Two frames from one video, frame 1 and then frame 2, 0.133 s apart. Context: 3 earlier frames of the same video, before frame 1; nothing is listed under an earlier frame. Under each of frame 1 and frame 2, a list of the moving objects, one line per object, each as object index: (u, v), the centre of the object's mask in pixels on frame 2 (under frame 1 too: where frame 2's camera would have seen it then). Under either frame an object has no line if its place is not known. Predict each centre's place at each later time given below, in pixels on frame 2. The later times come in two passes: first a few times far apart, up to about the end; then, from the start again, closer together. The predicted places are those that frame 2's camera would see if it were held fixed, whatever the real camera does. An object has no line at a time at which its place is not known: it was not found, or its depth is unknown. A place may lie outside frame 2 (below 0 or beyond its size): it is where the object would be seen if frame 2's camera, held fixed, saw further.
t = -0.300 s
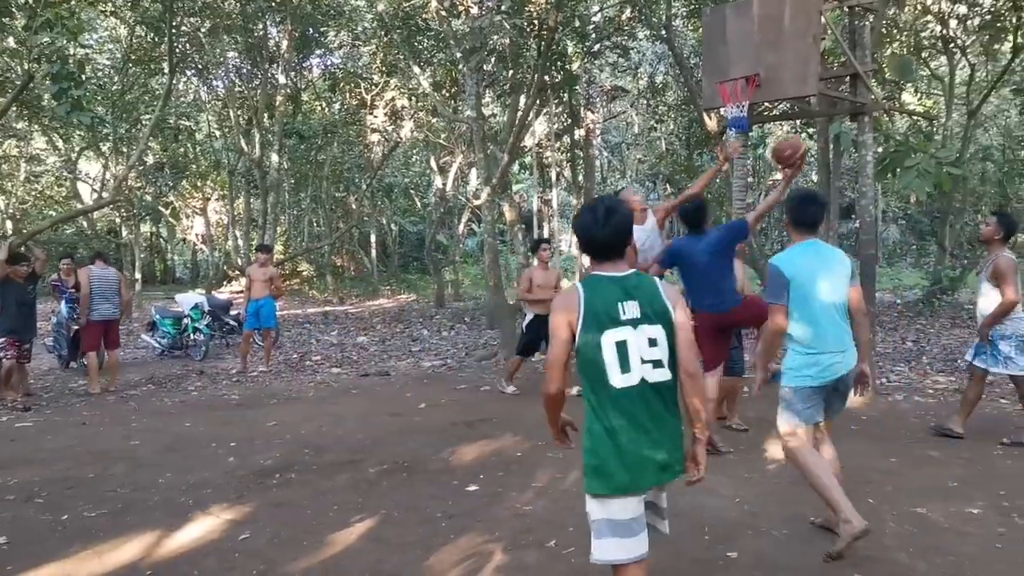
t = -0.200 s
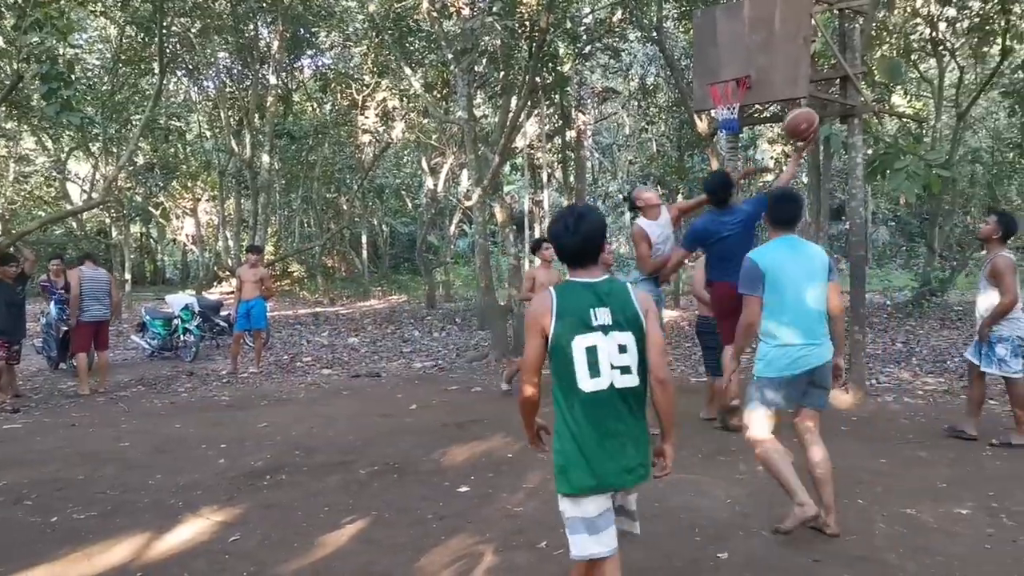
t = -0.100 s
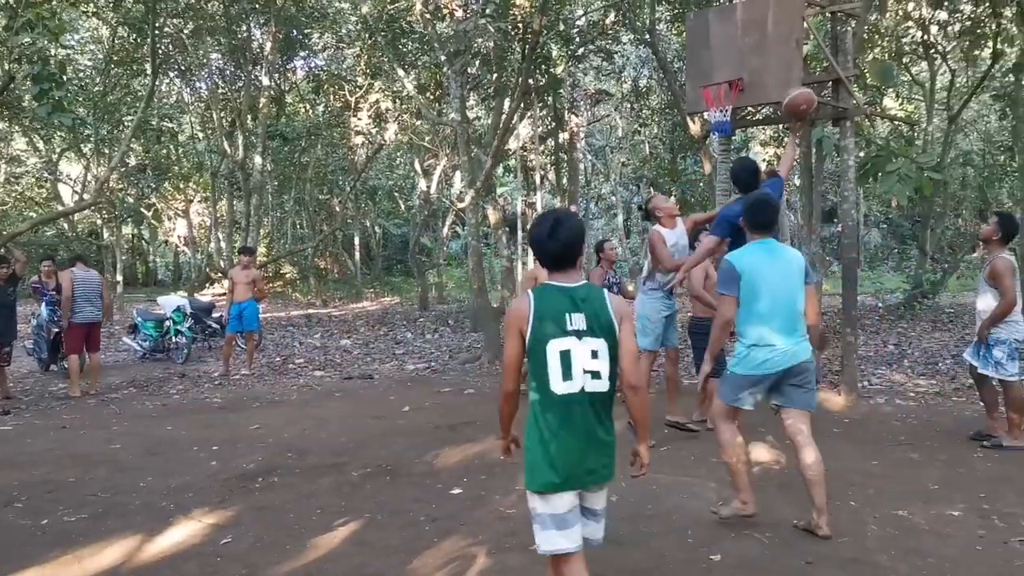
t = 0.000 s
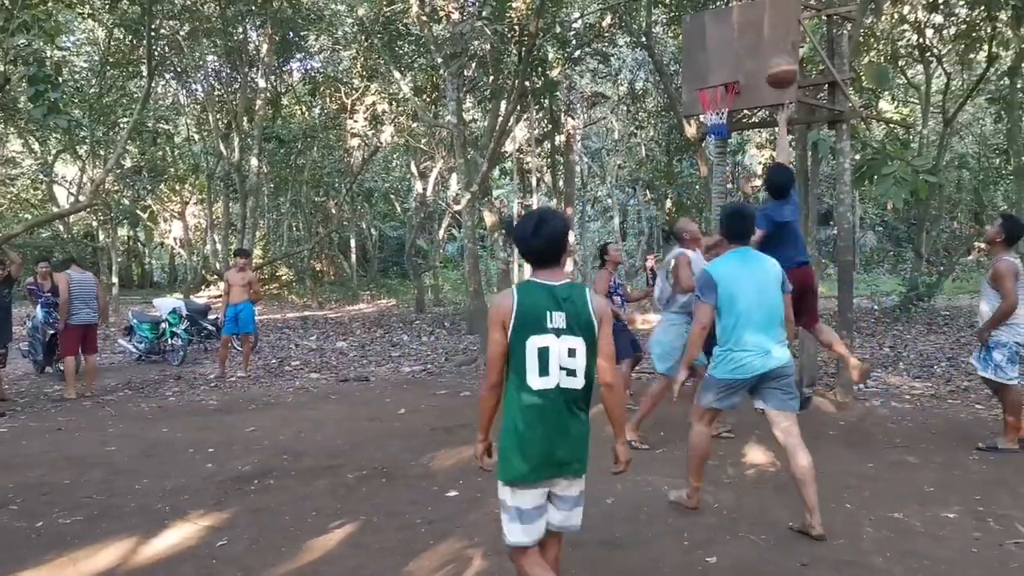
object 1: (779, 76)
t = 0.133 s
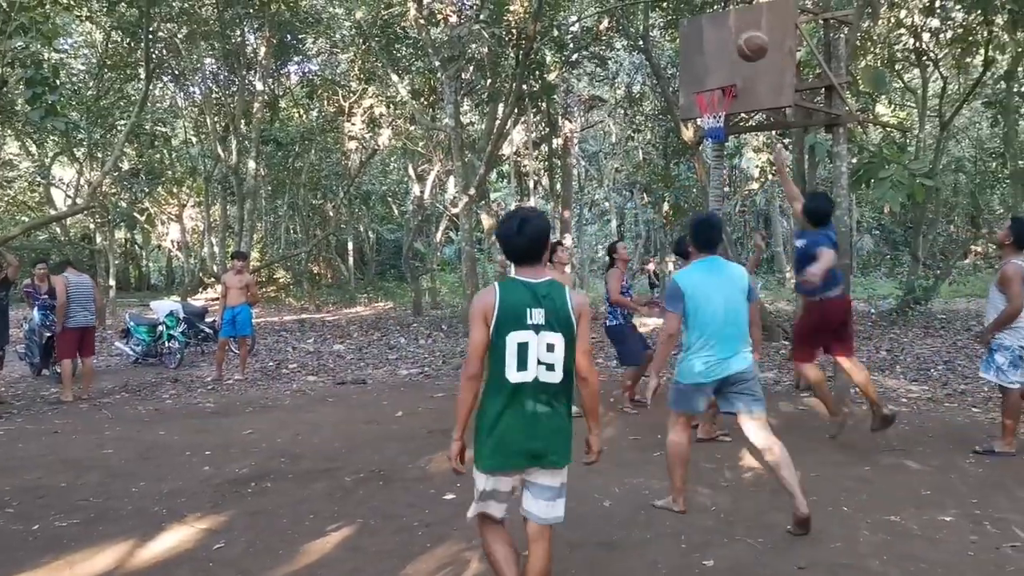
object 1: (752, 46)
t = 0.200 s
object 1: (740, 40)
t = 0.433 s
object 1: (703, 64)
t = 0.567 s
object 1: (687, 87)
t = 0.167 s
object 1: (746, 42)
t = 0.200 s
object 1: (740, 40)
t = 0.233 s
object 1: (735, 40)
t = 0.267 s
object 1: (729, 40)
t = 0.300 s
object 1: (723, 43)
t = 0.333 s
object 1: (718, 46)
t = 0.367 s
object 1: (713, 51)
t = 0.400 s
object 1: (707, 57)
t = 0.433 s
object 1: (703, 64)
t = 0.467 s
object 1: (698, 73)
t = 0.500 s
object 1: (693, 81)
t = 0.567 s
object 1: (687, 87)
